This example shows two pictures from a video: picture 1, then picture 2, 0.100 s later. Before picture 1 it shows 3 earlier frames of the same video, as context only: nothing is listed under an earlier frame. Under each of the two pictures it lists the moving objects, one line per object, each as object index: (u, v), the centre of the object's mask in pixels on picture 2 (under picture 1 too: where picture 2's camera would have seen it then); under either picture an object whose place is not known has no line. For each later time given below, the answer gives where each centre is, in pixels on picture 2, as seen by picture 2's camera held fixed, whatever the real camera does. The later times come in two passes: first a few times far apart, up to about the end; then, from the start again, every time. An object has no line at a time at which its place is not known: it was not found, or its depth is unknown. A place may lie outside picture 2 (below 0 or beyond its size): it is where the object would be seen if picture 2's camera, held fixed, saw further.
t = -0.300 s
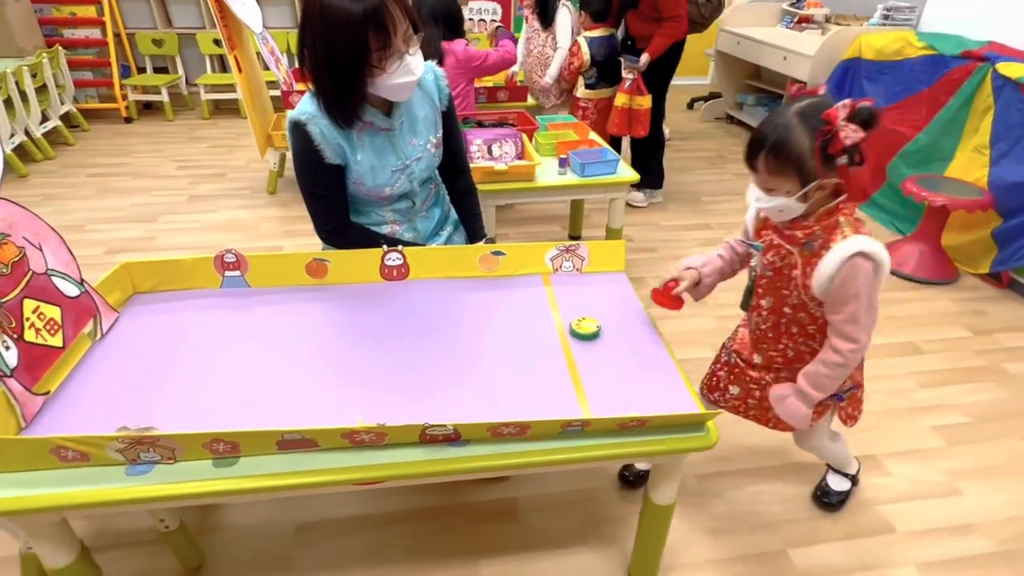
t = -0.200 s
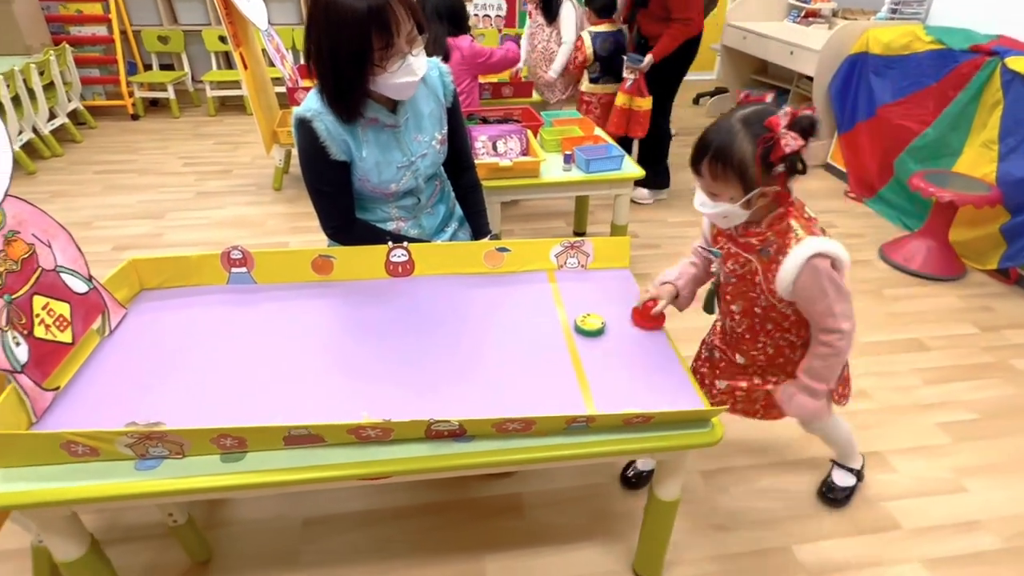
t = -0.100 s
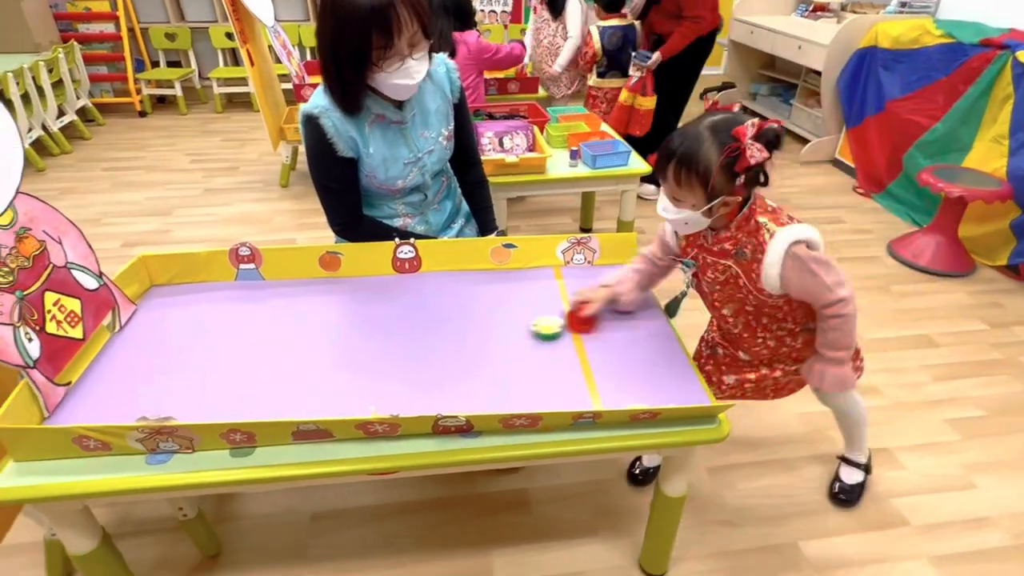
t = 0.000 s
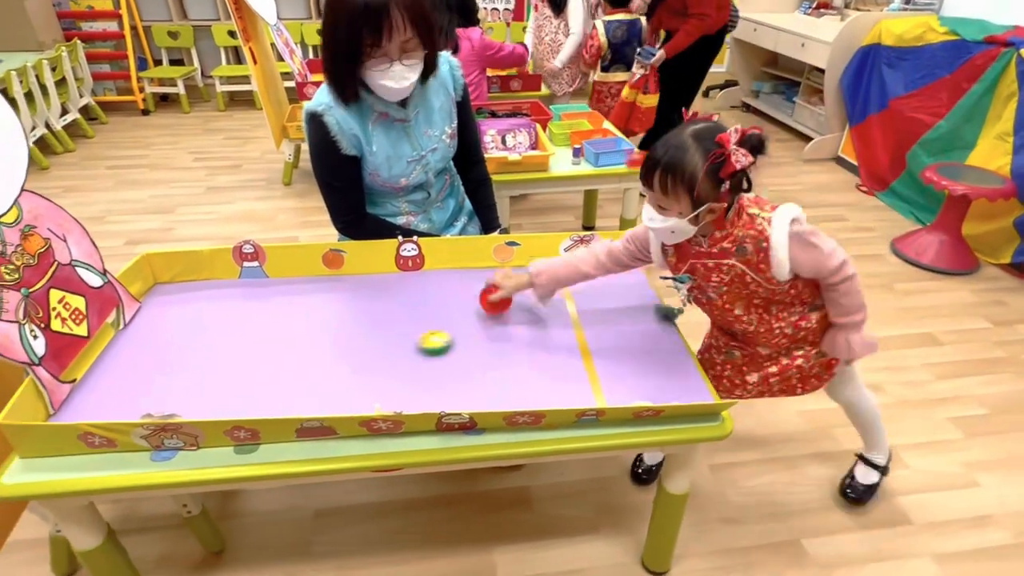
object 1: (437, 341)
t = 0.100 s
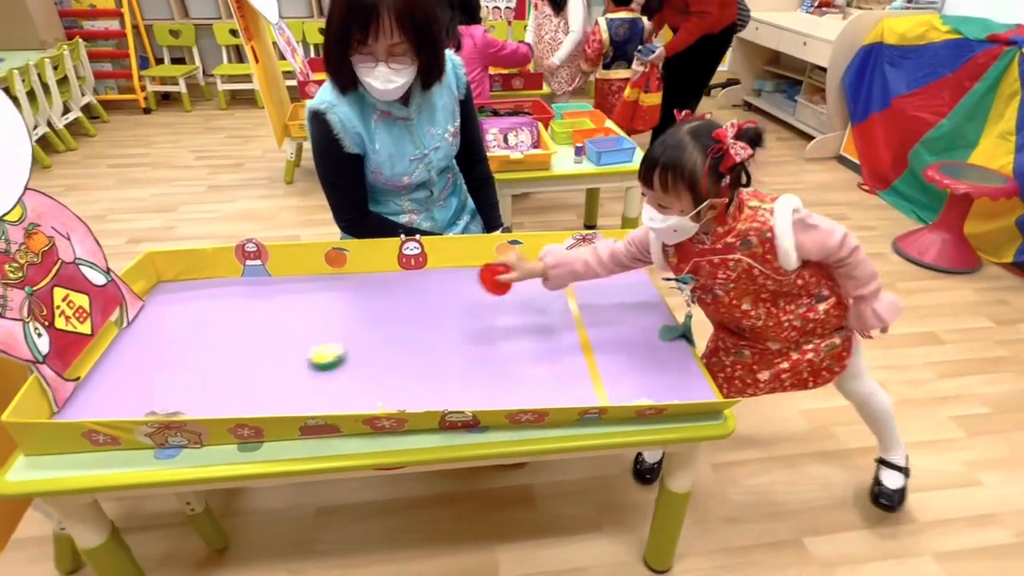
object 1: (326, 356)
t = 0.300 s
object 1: (124, 386)
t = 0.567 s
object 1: (134, 387)
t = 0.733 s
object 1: (134, 387)
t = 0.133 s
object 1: (290, 361)
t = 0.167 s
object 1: (257, 367)
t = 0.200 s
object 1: (222, 371)
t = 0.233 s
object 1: (188, 376)
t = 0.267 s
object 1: (156, 381)
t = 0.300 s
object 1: (124, 386)
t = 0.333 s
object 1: (92, 390)
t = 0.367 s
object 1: (94, 390)
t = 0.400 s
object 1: (105, 390)
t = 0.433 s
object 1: (115, 389)
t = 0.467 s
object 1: (122, 389)
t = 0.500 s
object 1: (128, 388)
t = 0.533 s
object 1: (132, 388)
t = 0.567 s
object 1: (134, 387)
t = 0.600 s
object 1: (135, 387)
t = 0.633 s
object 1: (134, 387)
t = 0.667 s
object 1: (134, 387)
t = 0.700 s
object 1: (134, 387)
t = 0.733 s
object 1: (134, 387)
